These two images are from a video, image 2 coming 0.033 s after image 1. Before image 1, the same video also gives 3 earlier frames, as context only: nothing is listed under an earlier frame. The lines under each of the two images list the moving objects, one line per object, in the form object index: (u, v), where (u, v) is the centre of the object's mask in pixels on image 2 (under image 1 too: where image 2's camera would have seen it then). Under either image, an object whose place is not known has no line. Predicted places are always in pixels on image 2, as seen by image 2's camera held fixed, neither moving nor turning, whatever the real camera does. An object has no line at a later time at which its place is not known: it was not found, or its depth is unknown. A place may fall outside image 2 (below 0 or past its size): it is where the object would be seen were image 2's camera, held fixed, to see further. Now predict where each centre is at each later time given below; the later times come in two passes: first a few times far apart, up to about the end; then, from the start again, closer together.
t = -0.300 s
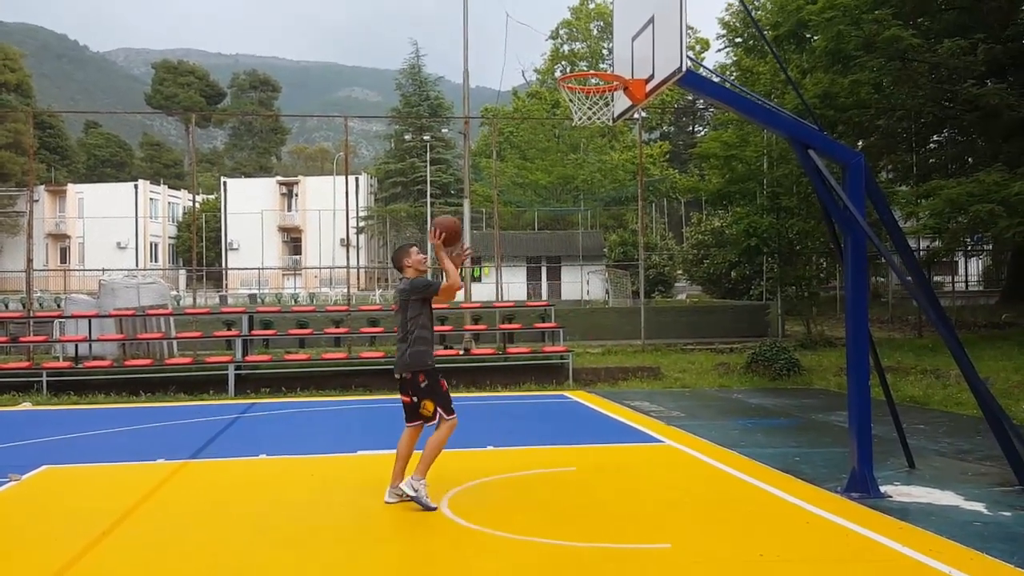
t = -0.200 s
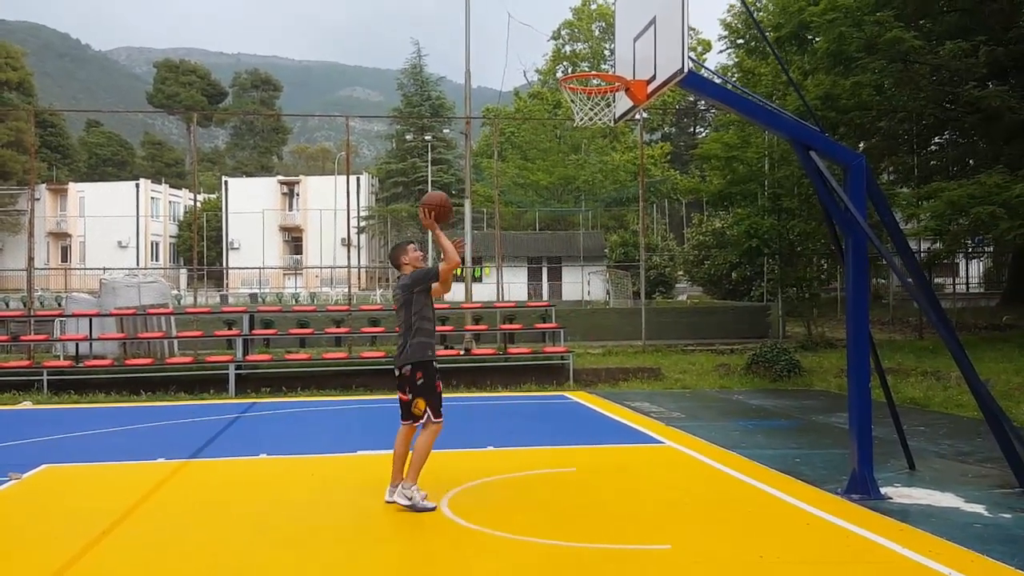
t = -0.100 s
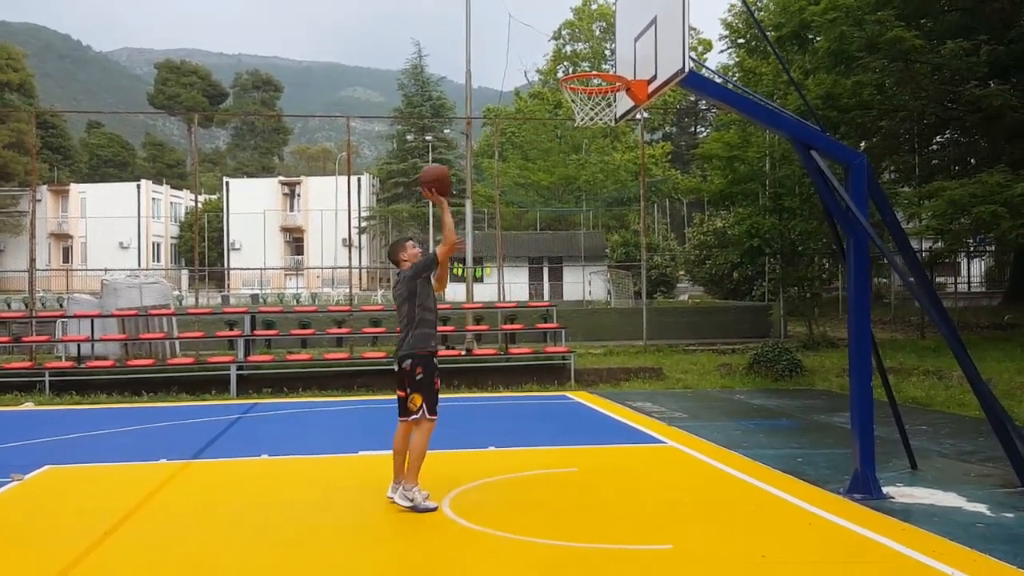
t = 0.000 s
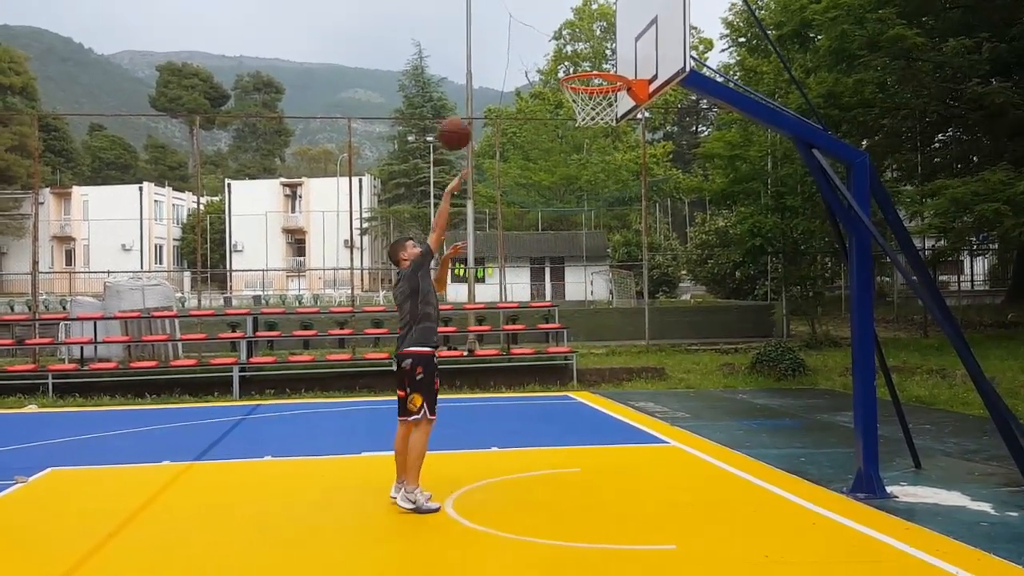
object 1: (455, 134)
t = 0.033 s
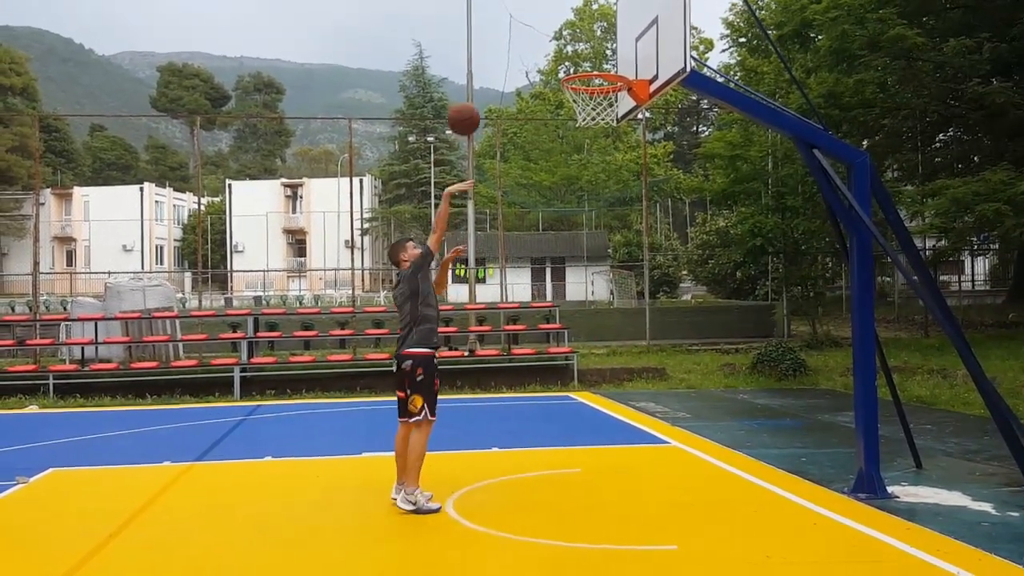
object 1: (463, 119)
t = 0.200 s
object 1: (506, 66)
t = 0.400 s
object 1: (558, 50)
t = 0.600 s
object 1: (608, 91)
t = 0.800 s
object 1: (617, 152)
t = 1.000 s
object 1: (622, 261)
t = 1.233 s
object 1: (630, 456)
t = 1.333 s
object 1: (619, 437)
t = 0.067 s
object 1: (472, 105)
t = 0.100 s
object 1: (480, 93)
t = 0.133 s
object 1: (489, 82)
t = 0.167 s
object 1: (498, 73)
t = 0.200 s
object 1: (506, 66)
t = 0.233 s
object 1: (515, 60)
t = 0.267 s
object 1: (523, 55)
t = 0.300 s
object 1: (532, 52)
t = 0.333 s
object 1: (541, 50)
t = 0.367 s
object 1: (550, 49)
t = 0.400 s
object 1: (558, 50)
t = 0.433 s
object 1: (566, 53)
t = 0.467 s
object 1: (574, 57)
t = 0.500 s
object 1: (584, 61)
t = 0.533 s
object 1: (592, 70)
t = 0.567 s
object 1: (600, 80)
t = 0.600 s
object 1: (608, 91)
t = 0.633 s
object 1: (615, 98)
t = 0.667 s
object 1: (613, 117)
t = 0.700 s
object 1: (616, 118)
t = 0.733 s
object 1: (617, 127)
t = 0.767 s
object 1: (617, 139)
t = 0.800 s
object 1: (617, 152)
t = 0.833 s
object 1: (618, 167)
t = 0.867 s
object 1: (619, 183)
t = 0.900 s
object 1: (620, 201)
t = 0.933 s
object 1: (621, 219)
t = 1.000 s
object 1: (622, 261)
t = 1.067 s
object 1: (624, 309)
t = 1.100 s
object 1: (625, 335)
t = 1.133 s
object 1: (626, 364)
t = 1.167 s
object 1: (627, 392)
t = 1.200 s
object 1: (629, 423)
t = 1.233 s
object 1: (630, 456)
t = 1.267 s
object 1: (631, 483)
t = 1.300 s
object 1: (625, 459)
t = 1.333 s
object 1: (619, 437)
